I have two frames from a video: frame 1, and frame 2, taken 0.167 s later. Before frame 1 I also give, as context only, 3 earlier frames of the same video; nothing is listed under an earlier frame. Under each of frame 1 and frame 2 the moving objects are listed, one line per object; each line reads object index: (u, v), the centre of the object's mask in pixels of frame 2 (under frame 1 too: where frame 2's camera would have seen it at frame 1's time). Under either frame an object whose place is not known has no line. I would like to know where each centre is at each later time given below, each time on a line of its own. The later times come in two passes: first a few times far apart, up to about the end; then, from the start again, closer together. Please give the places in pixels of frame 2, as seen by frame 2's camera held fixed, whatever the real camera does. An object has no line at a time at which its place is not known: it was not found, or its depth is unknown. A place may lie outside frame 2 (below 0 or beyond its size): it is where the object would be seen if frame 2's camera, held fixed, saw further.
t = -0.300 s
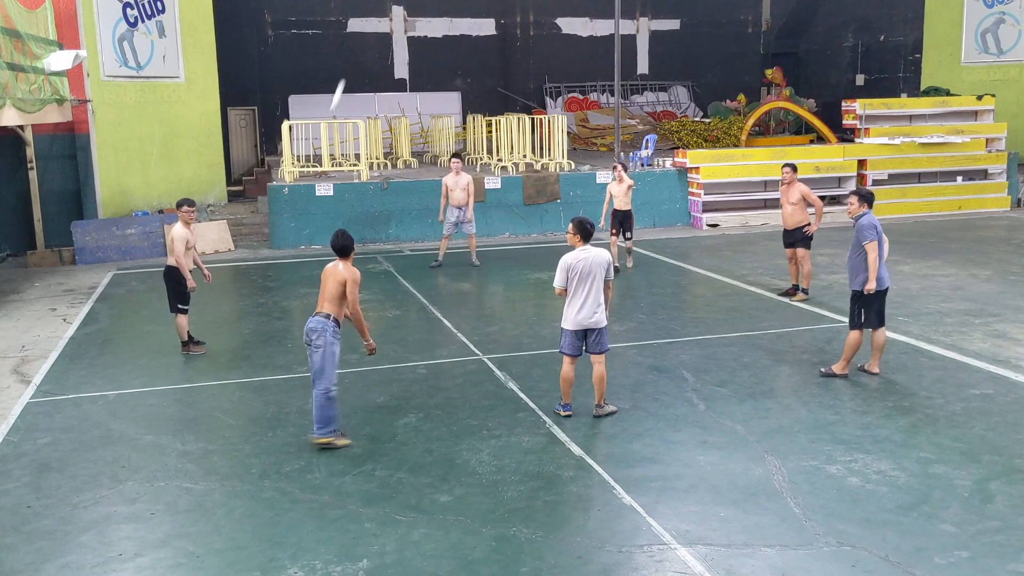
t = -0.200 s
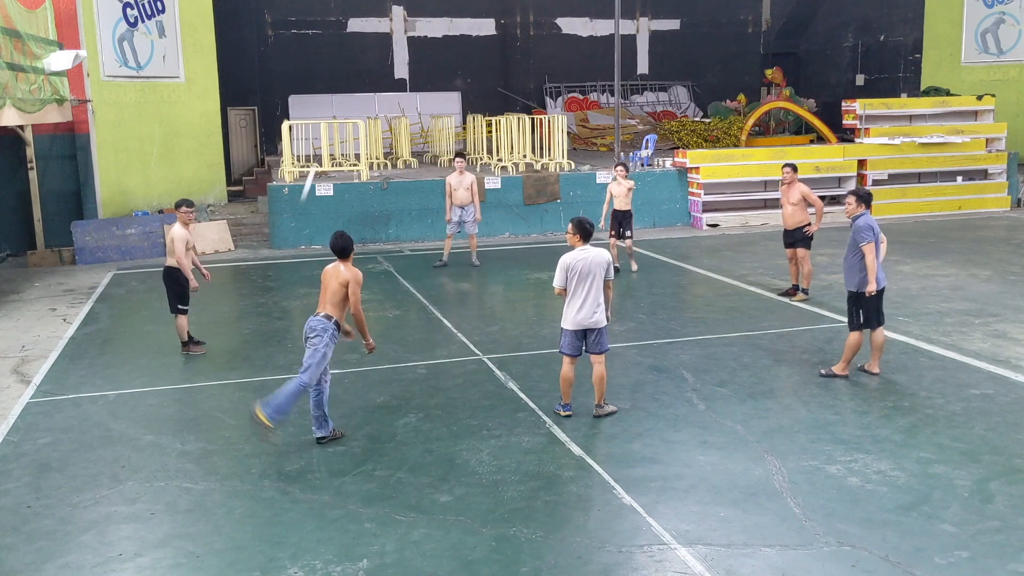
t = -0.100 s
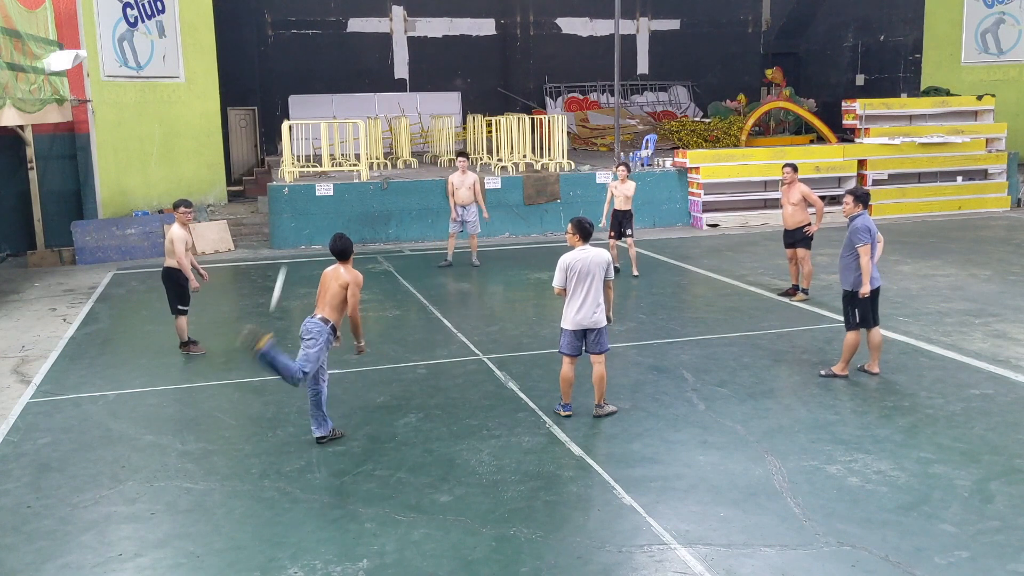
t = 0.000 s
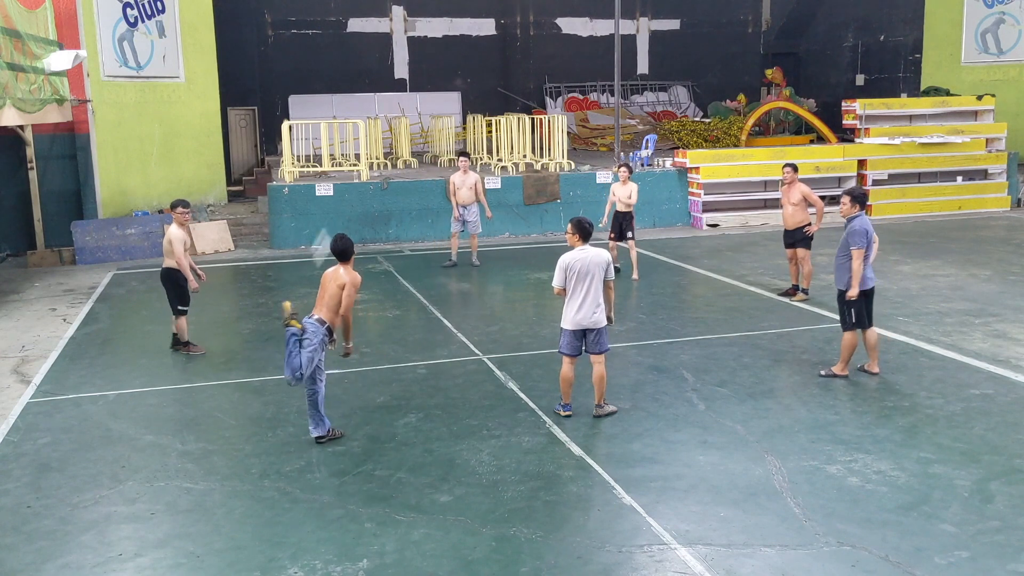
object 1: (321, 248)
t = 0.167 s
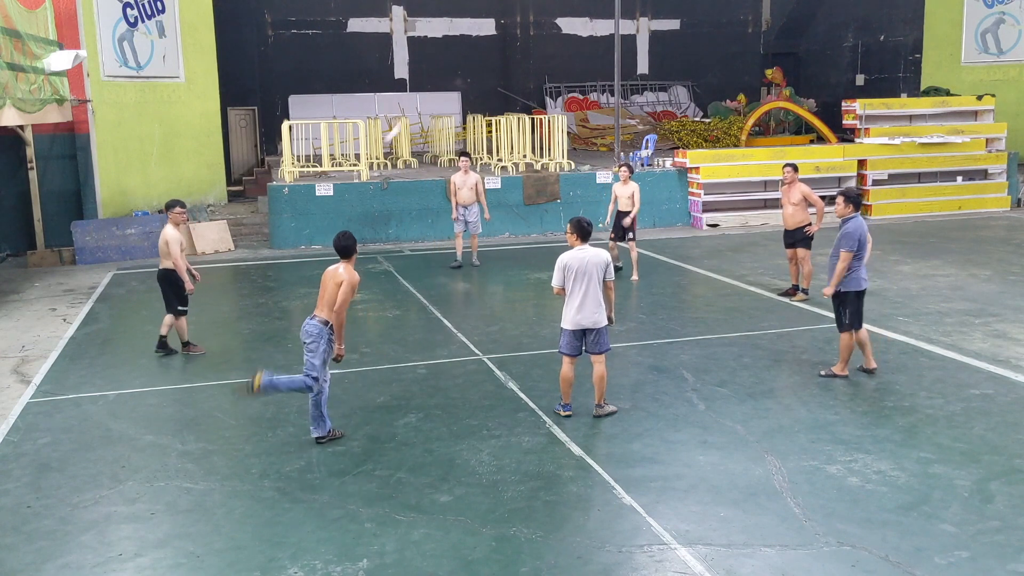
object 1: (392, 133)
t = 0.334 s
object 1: (456, 72)
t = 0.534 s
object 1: (517, 49)
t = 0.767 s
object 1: (574, 71)
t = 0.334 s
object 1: (456, 72)
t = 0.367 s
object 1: (467, 65)
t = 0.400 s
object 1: (478, 59)
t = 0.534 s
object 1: (517, 49)
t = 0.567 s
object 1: (526, 49)
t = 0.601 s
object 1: (535, 50)
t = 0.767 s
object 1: (574, 71)
